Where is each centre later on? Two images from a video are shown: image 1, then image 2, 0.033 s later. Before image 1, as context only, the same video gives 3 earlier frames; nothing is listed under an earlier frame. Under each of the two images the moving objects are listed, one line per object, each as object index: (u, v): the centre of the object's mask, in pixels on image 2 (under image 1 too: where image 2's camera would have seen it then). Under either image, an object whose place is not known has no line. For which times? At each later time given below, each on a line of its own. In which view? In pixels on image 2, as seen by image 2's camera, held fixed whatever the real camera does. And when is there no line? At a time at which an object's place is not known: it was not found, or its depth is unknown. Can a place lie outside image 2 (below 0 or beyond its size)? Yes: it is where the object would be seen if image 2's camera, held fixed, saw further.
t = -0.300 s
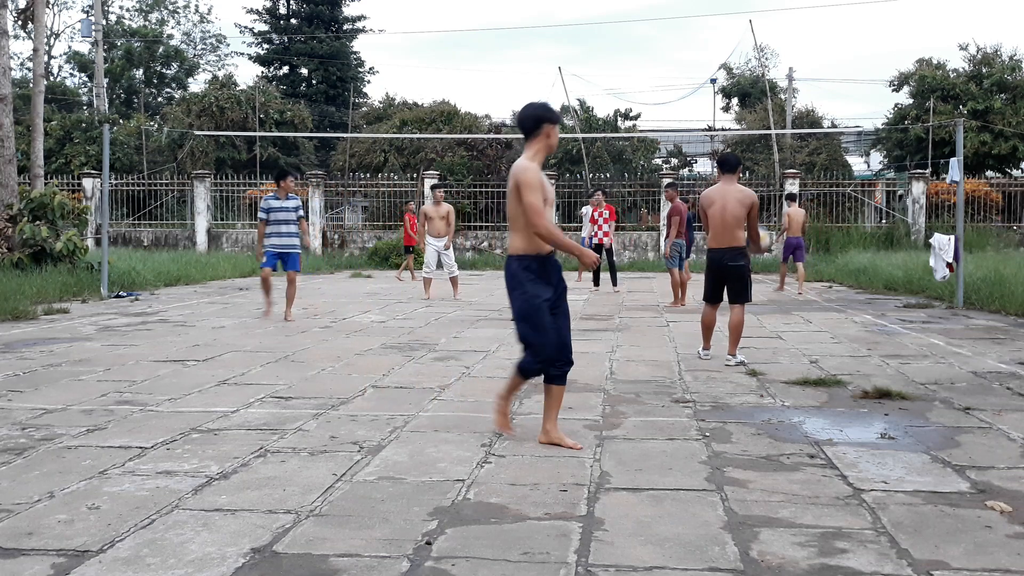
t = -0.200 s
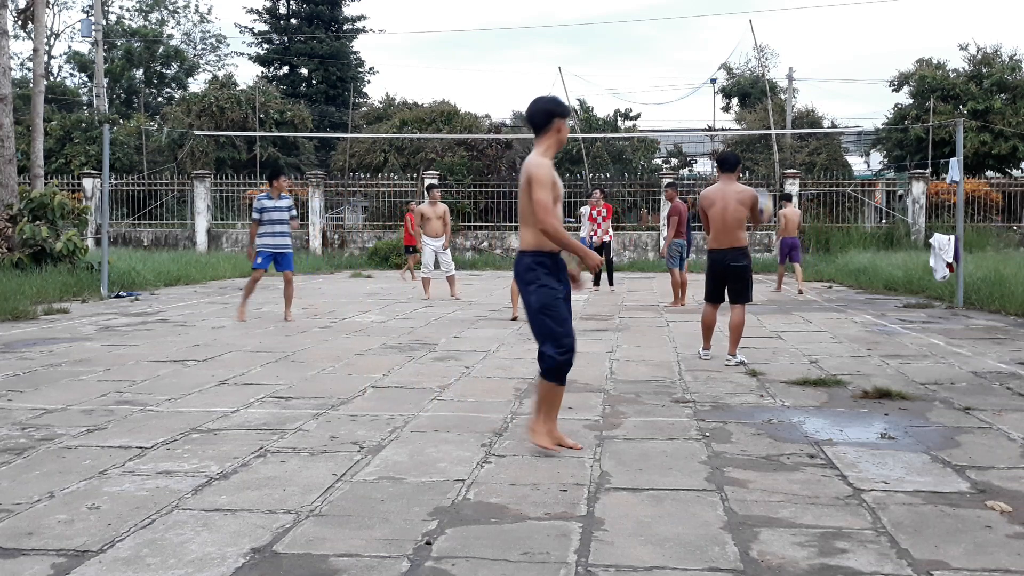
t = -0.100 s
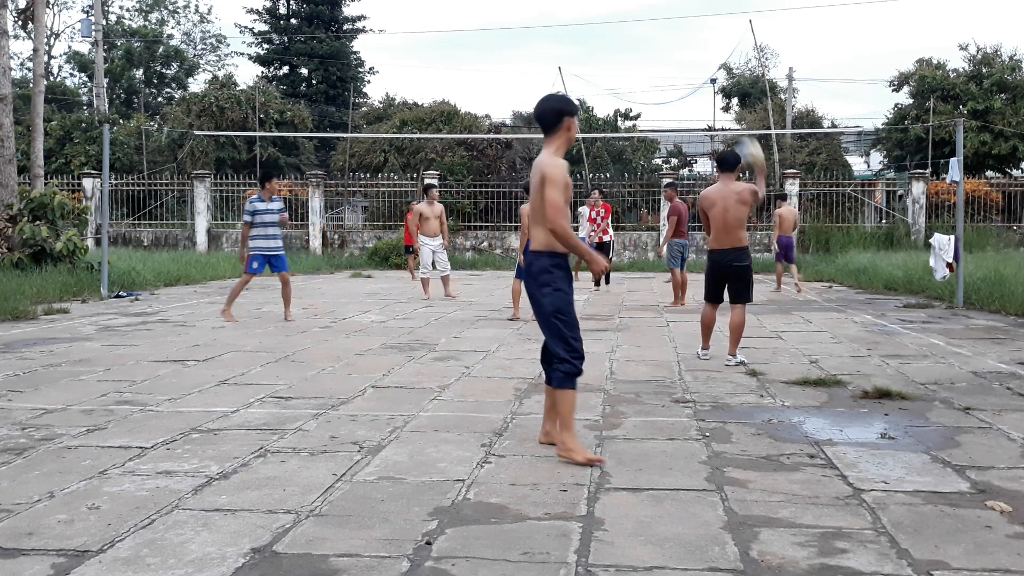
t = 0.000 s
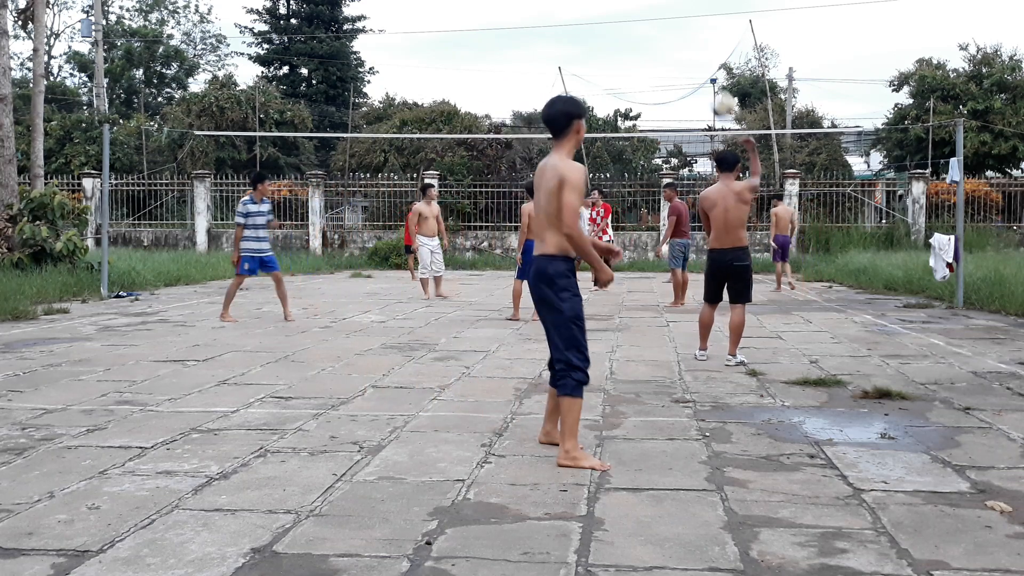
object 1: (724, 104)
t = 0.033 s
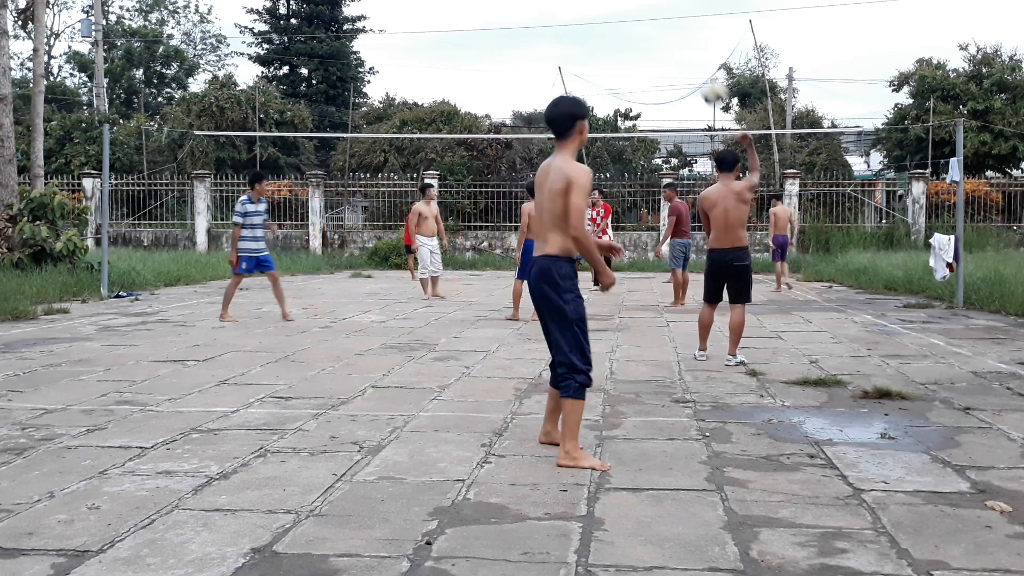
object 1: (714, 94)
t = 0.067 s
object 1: (705, 80)
